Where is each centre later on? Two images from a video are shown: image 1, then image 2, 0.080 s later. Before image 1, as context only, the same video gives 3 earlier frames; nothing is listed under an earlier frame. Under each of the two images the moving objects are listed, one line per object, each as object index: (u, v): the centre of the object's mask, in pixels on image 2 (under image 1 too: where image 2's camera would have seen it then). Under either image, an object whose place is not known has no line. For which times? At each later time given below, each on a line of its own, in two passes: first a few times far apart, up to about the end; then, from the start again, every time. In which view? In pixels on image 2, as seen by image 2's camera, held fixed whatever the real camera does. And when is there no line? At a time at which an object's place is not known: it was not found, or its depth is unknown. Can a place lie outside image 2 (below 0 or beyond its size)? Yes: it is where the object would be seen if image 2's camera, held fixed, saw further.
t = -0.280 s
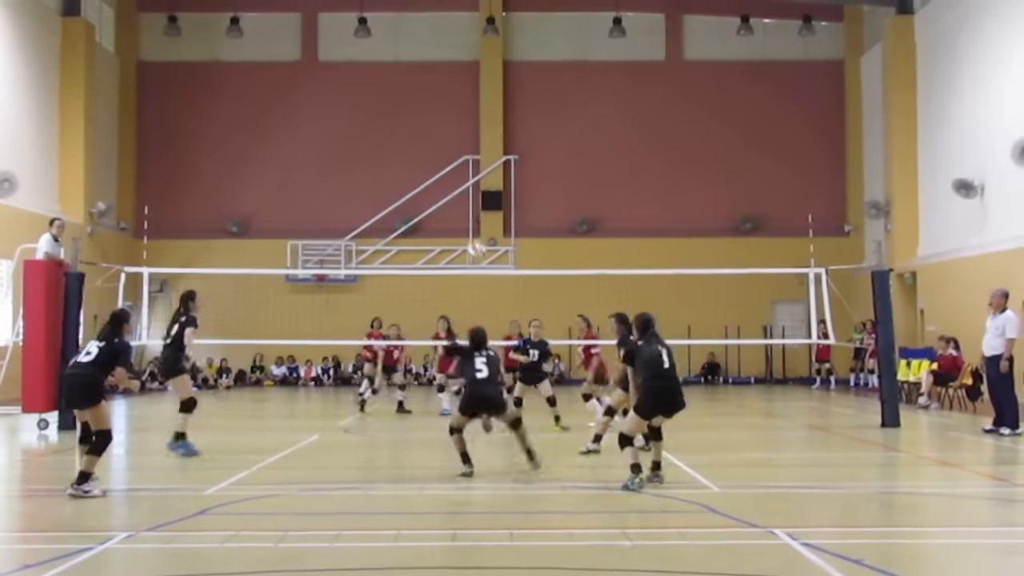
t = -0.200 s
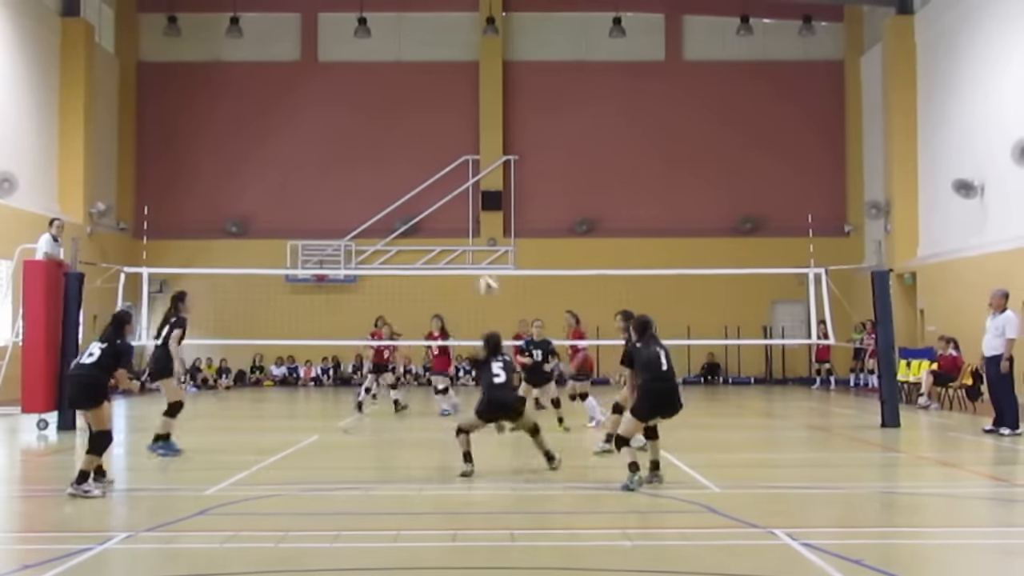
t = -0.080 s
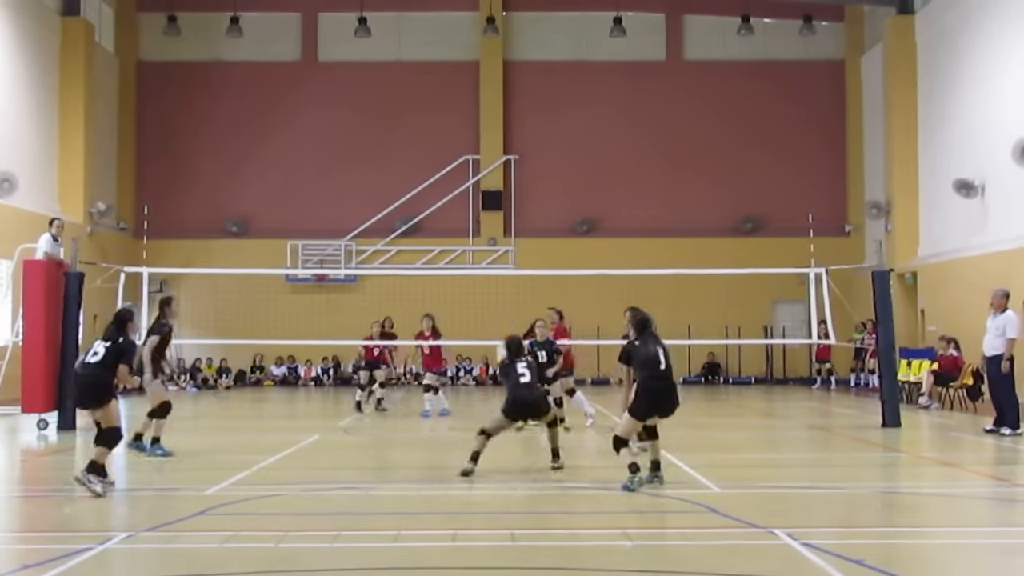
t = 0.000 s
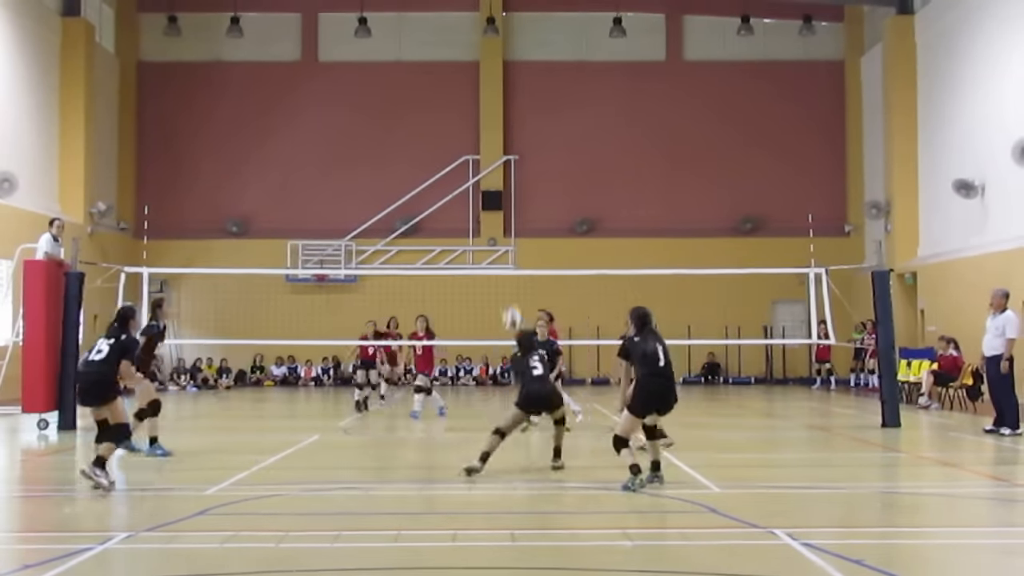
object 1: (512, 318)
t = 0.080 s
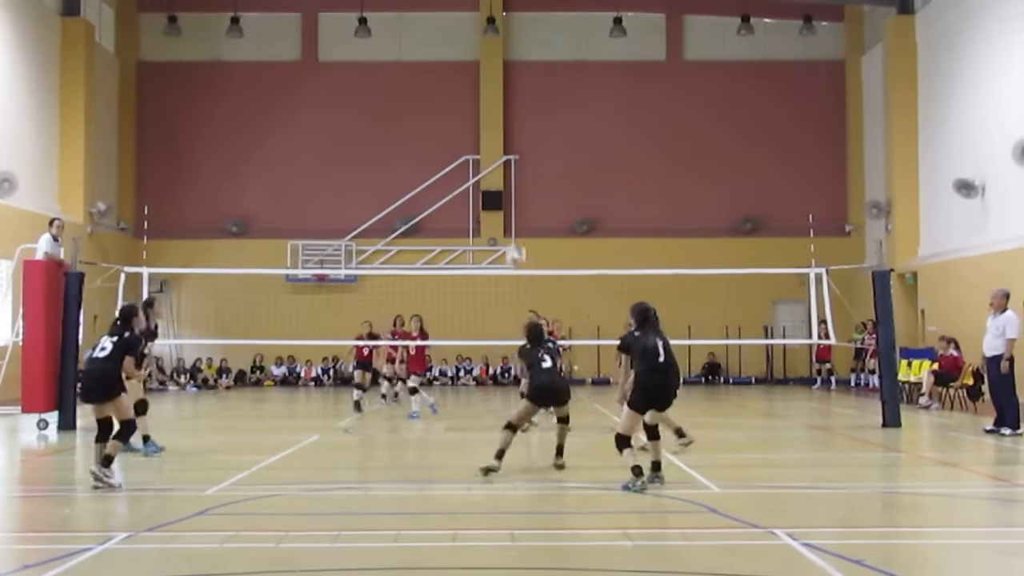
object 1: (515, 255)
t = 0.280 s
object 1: (523, 135)
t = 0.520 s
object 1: (530, 49)
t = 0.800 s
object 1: (539, 19)
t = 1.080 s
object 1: (547, 61)
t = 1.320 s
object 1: (554, 146)
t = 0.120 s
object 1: (518, 227)
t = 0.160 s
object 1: (519, 203)
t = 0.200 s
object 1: (519, 178)
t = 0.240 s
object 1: (521, 156)
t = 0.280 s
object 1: (523, 135)
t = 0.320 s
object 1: (524, 118)
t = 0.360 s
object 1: (525, 100)
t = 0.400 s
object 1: (526, 85)
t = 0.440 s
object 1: (528, 71)
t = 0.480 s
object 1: (530, 59)
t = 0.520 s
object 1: (530, 49)
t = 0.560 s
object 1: (531, 40)
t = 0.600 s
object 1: (533, 33)
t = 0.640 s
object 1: (534, 27)
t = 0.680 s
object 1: (535, 23)
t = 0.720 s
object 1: (536, 20)
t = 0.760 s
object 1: (537, 19)
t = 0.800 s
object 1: (539, 19)
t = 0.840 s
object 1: (539, 21)
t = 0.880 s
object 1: (541, 24)
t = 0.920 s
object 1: (543, 30)
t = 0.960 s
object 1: (543, 35)
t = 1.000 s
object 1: (545, 42)
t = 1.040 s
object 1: (546, 50)
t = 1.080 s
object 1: (547, 61)
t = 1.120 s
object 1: (548, 72)
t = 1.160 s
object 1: (549, 84)
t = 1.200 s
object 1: (551, 98)
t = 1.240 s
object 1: (551, 114)
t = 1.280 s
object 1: (552, 129)
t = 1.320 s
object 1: (554, 146)
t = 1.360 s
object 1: (555, 166)
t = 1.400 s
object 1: (556, 185)
